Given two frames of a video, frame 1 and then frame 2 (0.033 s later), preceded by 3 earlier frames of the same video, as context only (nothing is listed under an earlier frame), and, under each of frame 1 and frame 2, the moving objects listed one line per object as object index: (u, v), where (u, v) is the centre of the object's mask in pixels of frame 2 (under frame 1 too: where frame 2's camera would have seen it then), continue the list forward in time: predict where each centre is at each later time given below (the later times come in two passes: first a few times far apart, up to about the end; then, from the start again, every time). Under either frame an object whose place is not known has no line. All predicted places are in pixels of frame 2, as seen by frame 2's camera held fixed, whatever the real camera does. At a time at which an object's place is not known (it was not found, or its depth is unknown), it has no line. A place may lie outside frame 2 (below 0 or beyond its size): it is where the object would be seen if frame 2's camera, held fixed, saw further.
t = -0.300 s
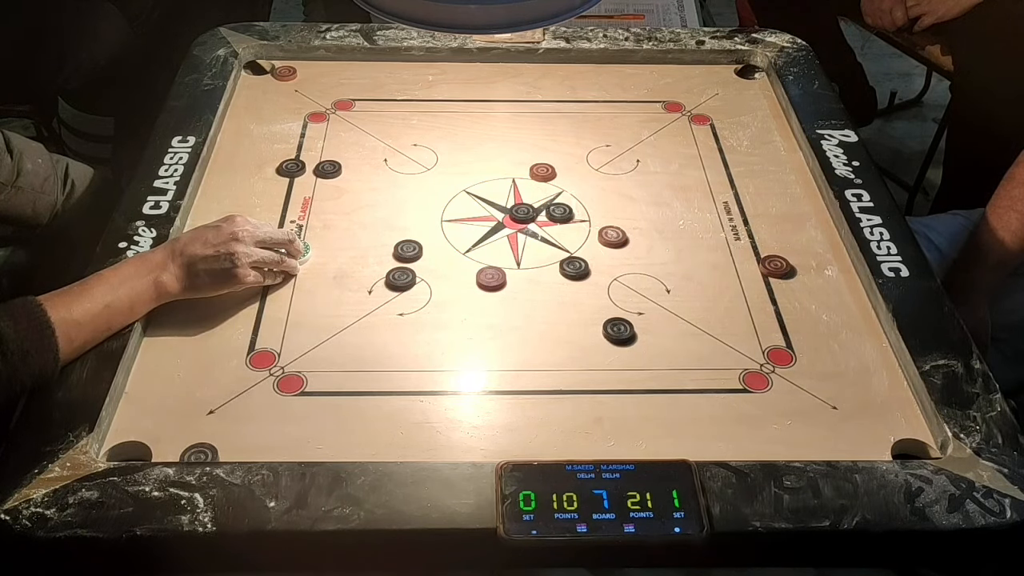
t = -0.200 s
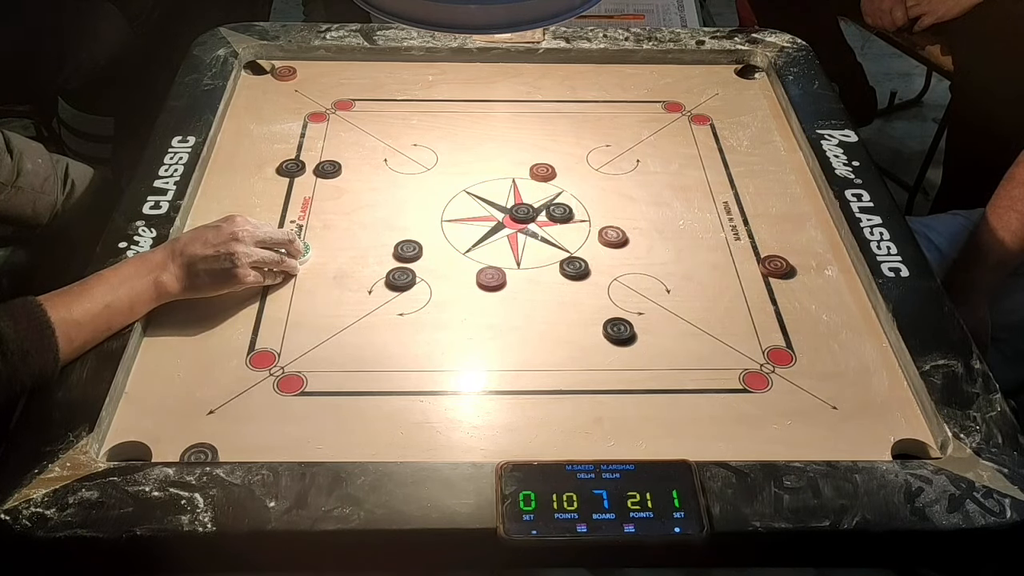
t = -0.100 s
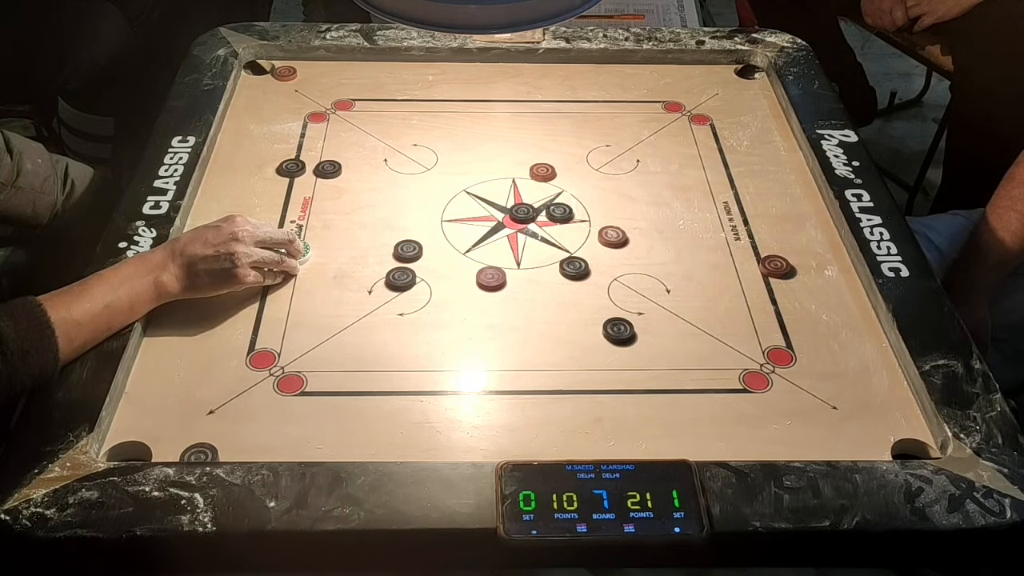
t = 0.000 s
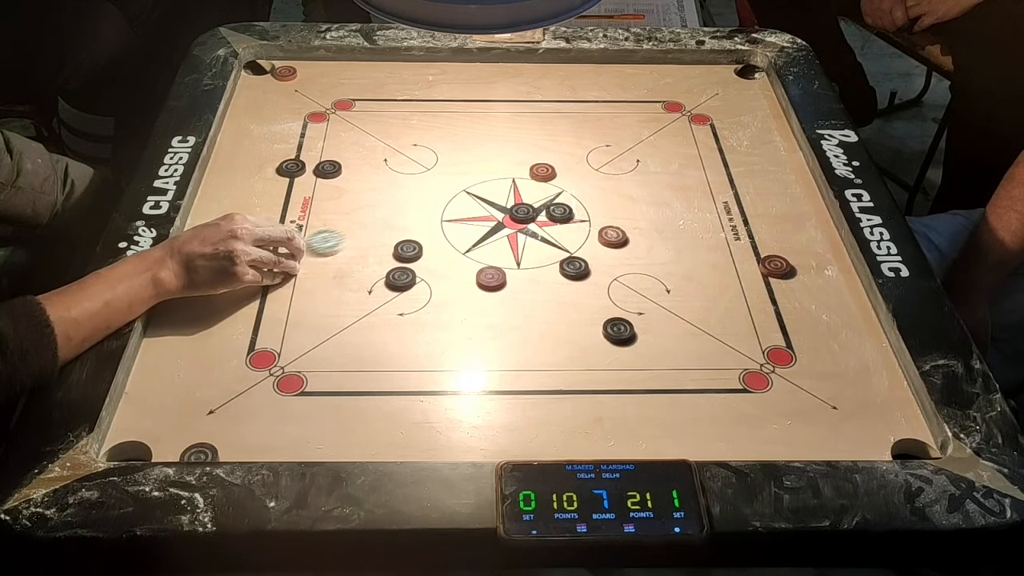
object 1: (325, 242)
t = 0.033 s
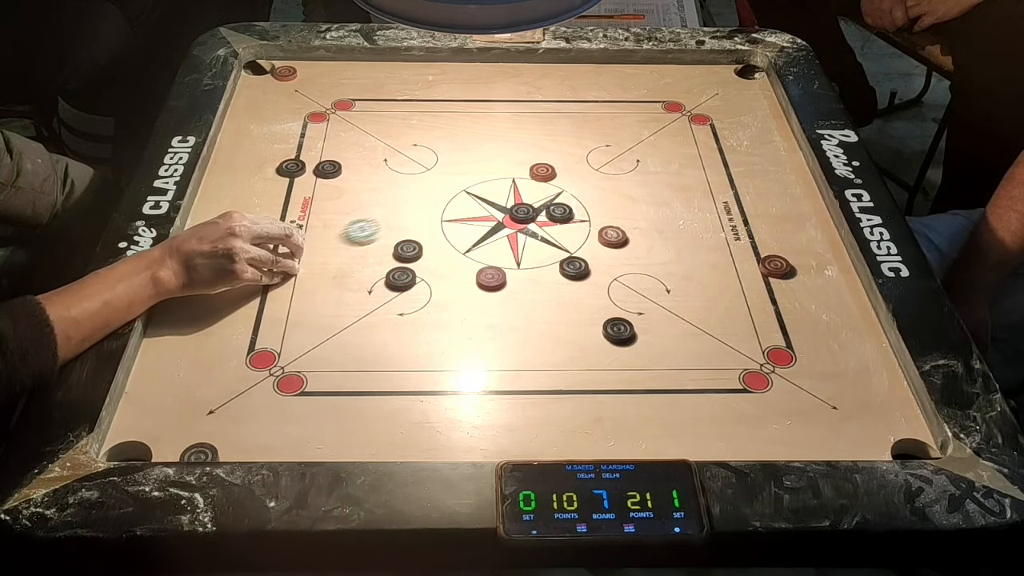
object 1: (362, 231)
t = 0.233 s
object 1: (534, 183)
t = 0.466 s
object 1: (613, 173)
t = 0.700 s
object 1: (641, 170)
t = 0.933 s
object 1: (641, 170)
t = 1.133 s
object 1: (641, 170)
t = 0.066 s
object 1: (396, 221)
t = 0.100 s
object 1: (428, 212)
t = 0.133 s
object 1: (459, 203)
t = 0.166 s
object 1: (487, 193)
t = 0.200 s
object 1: (517, 186)
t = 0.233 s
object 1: (534, 183)
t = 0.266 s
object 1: (549, 181)
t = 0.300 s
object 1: (563, 179)
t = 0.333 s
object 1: (575, 177)
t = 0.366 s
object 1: (586, 176)
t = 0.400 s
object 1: (596, 175)
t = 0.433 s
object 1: (605, 174)
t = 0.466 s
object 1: (613, 173)
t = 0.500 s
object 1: (620, 172)
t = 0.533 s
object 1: (627, 171)
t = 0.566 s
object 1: (632, 170)
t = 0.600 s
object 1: (636, 170)
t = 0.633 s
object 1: (638, 170)
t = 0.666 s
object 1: (640, 170)
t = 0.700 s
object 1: (641, 170)
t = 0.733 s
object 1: (641, 169)
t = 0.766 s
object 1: (641, 170)
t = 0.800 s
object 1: (641, 170)
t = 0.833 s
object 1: (641, 170)
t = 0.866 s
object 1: (641, 170)
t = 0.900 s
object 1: (641, 170)
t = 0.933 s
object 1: (641, 170)
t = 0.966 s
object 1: (641, 170)
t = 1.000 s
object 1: (641, 169)
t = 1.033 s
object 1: (641, 170)
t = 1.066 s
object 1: (641, 170)
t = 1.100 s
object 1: (641, 170)
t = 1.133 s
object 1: (641, 170)
